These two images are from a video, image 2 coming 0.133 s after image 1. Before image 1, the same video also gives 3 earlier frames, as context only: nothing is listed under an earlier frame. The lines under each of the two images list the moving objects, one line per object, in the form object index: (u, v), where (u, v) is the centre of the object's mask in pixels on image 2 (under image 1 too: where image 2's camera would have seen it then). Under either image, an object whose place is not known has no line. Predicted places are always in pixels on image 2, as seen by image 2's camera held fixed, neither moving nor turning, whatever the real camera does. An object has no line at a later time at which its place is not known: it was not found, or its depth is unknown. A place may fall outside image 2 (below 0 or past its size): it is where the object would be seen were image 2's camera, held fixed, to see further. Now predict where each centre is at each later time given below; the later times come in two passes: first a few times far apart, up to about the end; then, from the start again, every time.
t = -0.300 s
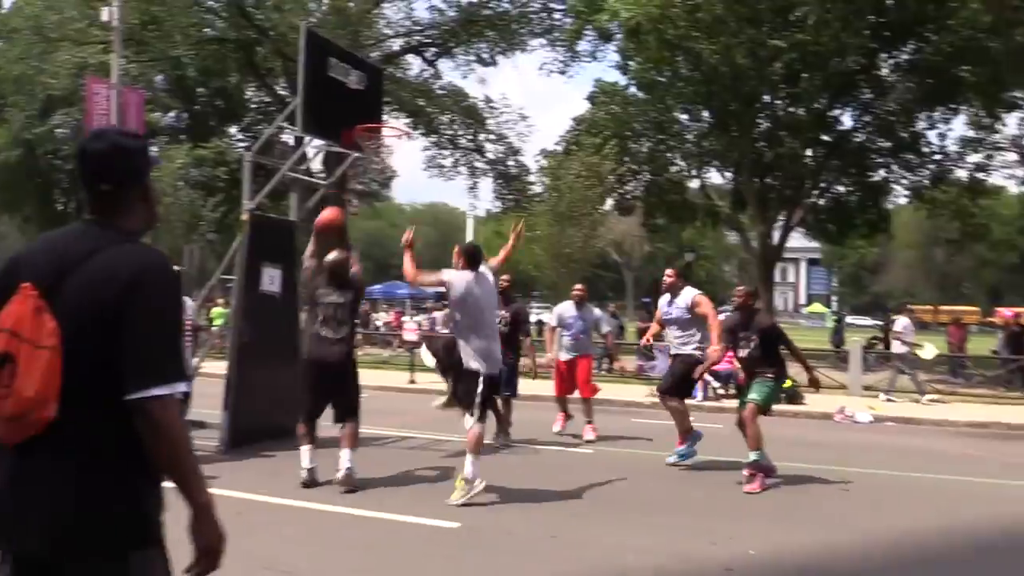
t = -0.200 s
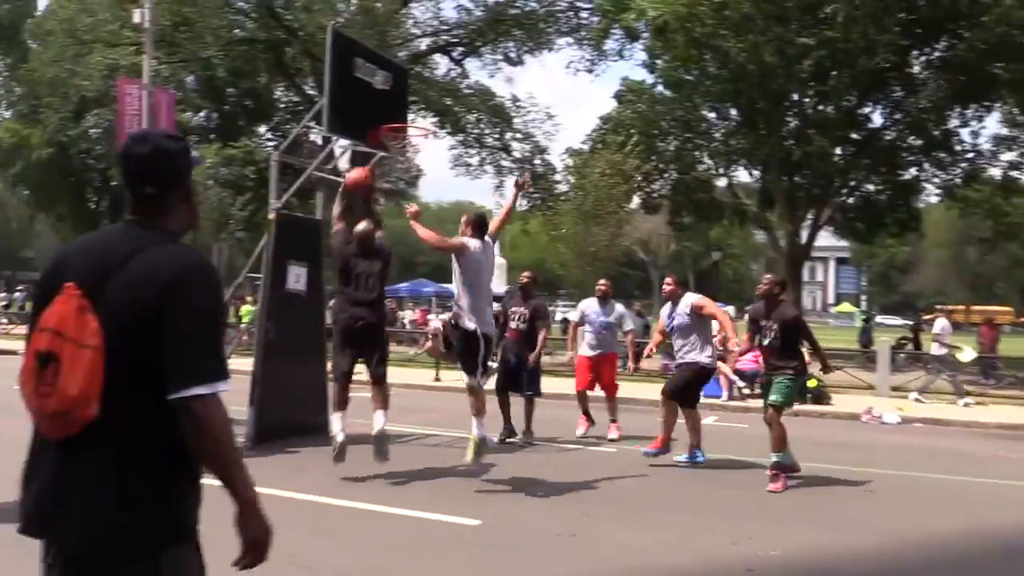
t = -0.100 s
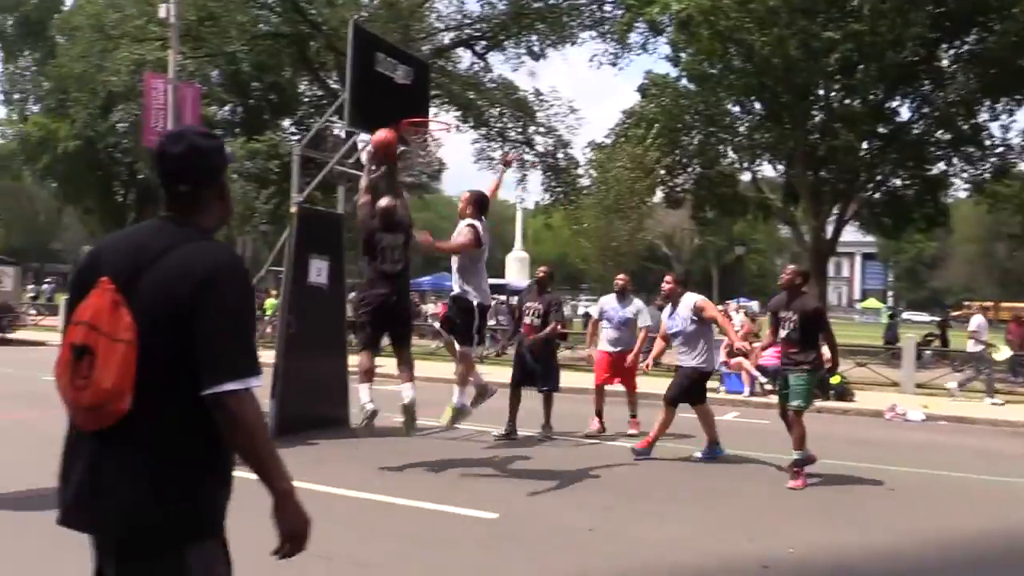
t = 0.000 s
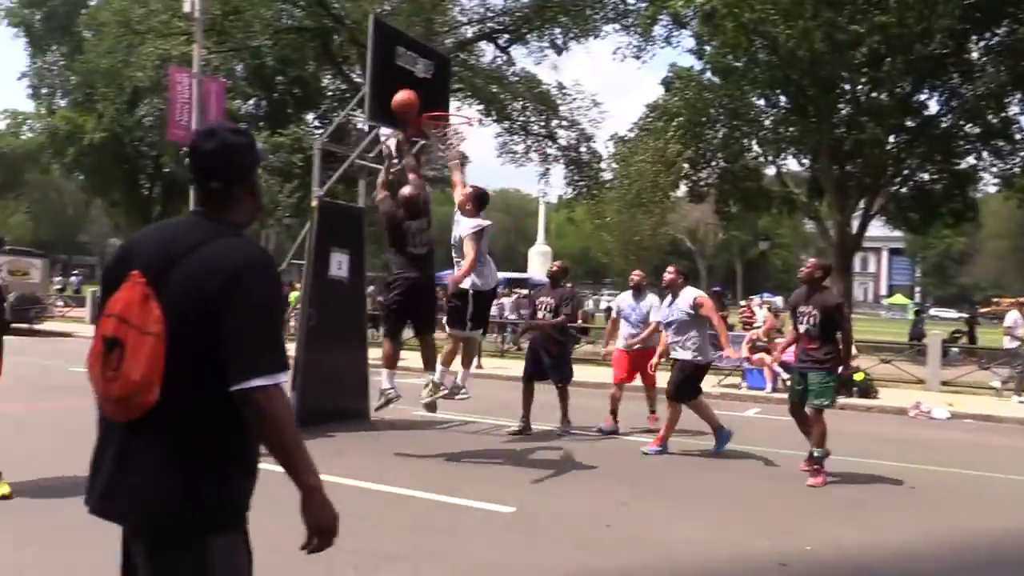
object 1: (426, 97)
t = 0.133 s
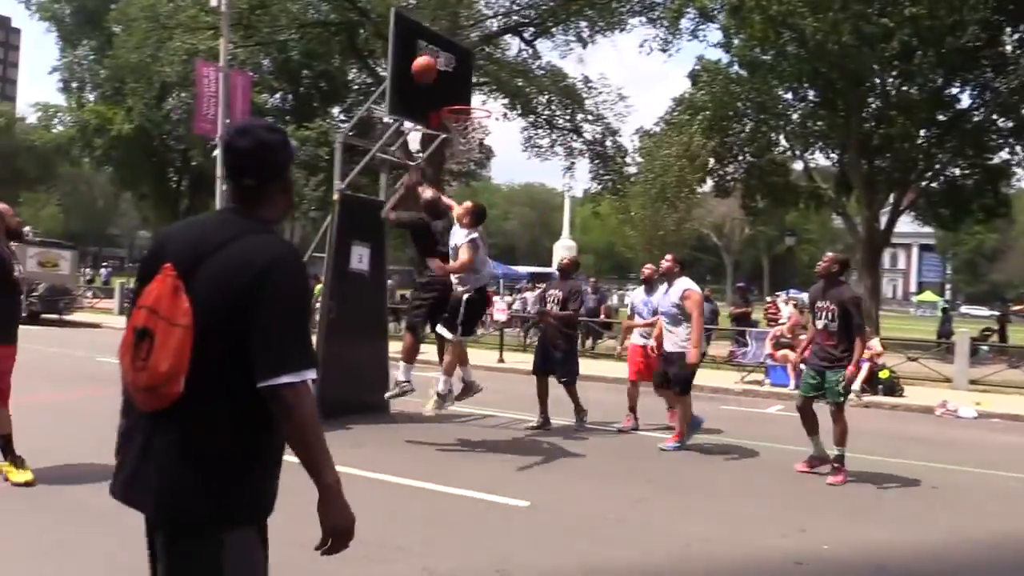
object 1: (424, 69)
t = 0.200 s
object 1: (424, 62)
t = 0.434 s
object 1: (444, 81)
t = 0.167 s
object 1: (424, 65)
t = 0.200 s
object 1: (424, 62)
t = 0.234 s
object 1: (425, 61)
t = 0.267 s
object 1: (425, 61)
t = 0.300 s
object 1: (428, 62)
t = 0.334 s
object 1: (433, 65)
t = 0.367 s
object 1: (436, 69)
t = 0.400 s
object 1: (441, 74)
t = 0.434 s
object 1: (444, 81)
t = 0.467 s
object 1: (449, 87)
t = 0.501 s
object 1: (452, 94)
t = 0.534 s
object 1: (456, 98)
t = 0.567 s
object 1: (460, 99)
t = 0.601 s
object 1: (464, 106)
